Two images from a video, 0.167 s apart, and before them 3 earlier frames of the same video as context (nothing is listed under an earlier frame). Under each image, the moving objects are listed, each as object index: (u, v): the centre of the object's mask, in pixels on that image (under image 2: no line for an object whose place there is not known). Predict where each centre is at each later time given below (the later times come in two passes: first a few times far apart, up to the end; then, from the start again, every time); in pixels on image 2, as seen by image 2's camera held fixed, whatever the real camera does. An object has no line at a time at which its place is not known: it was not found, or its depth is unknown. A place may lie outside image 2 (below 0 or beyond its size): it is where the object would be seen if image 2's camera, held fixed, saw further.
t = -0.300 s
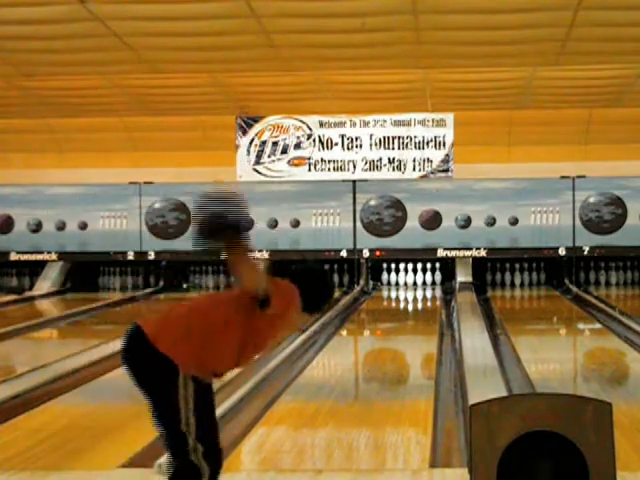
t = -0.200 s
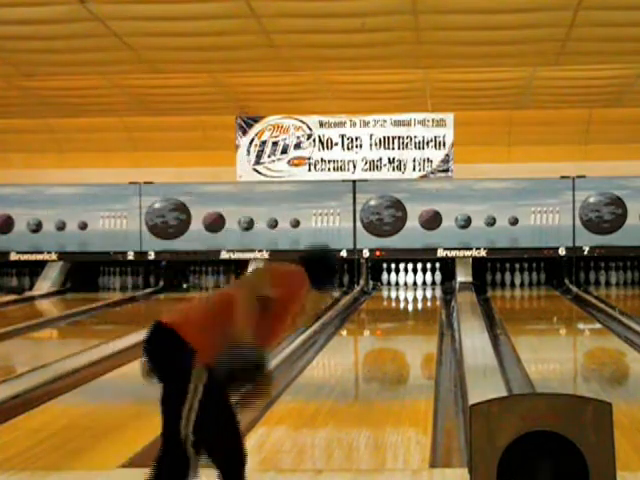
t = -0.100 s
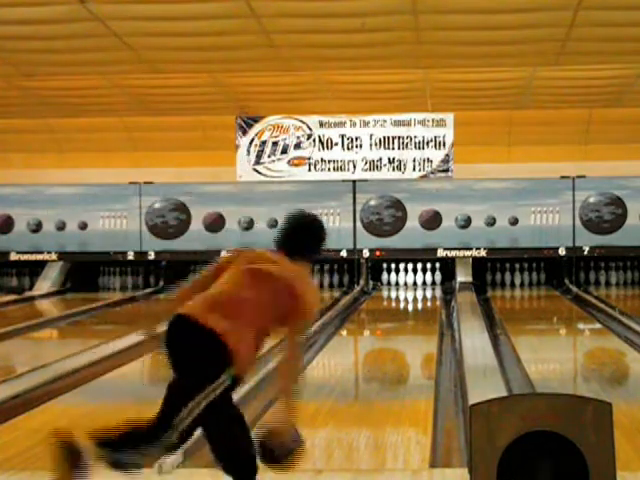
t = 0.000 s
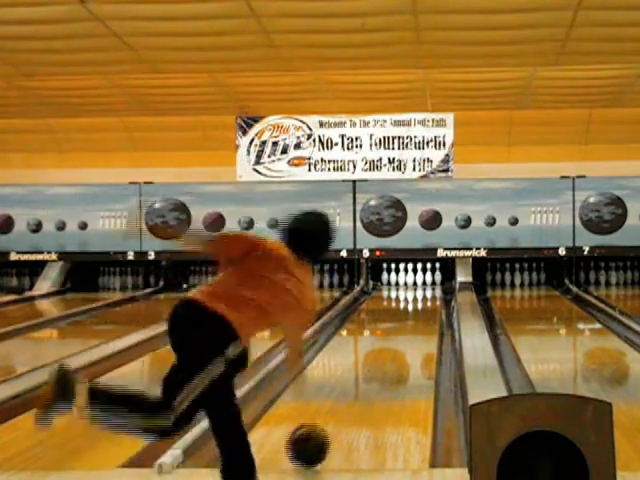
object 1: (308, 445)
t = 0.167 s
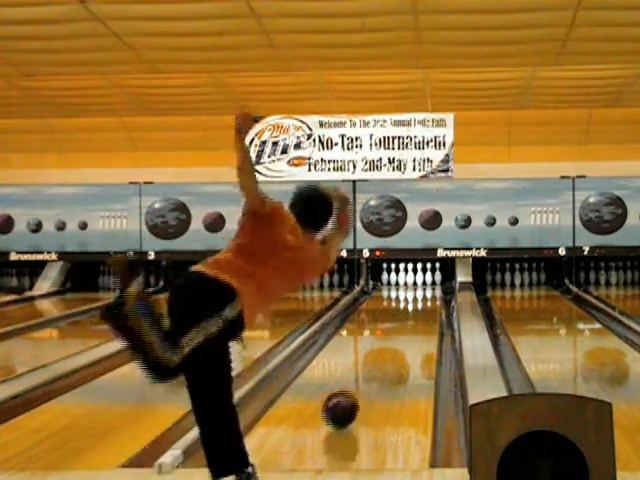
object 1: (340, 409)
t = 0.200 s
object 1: (345, 402)
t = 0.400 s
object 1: (369, 371)
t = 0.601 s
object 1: (387, 349)
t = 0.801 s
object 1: (399, 332)
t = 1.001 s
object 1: (409, 319)
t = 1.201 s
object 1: (415, 309)
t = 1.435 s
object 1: (421, 299)
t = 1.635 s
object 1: (420, 293)
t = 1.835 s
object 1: (419, 285)
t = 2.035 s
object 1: (413, 282)
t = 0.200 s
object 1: (345, 402)
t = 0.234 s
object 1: (350, 396)
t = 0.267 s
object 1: (355, 391)
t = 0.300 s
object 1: (358, 385)
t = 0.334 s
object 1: (362, 380)
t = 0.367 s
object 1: (366, 375)
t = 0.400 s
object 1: (369, 371)
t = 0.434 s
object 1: (373, 367)
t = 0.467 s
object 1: (376, 363)
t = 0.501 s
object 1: (378, 359)
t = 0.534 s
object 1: (382, 356)
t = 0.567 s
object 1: (384, 353)
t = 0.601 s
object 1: (387, 349)
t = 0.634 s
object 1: (389, 347)
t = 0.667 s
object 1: (391, 344)
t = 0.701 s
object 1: (394, 341)
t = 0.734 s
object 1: (396, 338)
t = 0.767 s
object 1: (397, 336)
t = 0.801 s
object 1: (399, 332)
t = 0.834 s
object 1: (401, 330)
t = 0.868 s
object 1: (402, 328)
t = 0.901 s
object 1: (405, 325)
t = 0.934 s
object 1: (406, 323)
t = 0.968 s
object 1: (407, 321)
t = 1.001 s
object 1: (409, 319)
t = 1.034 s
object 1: (410, 317)
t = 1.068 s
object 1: (411, 315)
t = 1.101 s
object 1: (413, 313)
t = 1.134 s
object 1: (414, 312)
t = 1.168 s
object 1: (414, 311)
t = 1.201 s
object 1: (415, 309)
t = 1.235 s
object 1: (417, 307)
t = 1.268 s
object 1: (418, 306)
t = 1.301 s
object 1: (418, 304)
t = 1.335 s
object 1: (419, 303)
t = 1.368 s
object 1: (420, 301)
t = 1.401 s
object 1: (420, 300)
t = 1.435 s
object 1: (421, 299)
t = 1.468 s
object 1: (421, 298)
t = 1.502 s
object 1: (422, 297)
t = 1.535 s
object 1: (421, 295)
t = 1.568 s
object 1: (421, 295)
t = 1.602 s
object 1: (421, 293)
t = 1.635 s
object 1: (420, 293)
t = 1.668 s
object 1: (421, 292)
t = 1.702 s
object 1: (420, 291)
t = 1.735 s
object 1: (420, 290)
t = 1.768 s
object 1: (420, 288)
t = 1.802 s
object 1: (419, 286)
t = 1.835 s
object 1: (419, 285)
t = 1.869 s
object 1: (418, 285)
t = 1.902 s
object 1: (418, 284)
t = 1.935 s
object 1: (418, 284)
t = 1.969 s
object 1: (416, 283)
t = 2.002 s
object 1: (415, 283)
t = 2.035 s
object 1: (413, 282)
